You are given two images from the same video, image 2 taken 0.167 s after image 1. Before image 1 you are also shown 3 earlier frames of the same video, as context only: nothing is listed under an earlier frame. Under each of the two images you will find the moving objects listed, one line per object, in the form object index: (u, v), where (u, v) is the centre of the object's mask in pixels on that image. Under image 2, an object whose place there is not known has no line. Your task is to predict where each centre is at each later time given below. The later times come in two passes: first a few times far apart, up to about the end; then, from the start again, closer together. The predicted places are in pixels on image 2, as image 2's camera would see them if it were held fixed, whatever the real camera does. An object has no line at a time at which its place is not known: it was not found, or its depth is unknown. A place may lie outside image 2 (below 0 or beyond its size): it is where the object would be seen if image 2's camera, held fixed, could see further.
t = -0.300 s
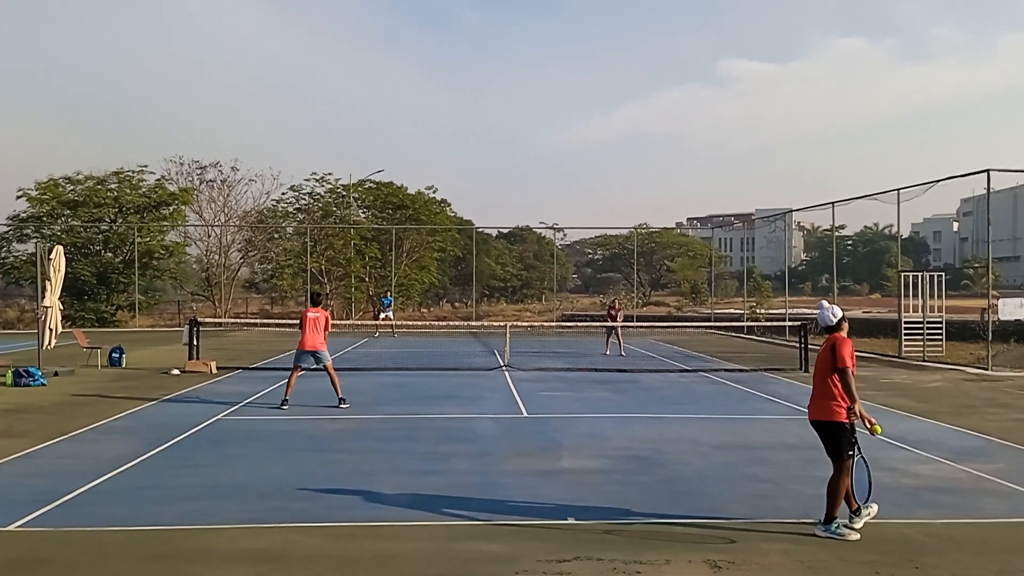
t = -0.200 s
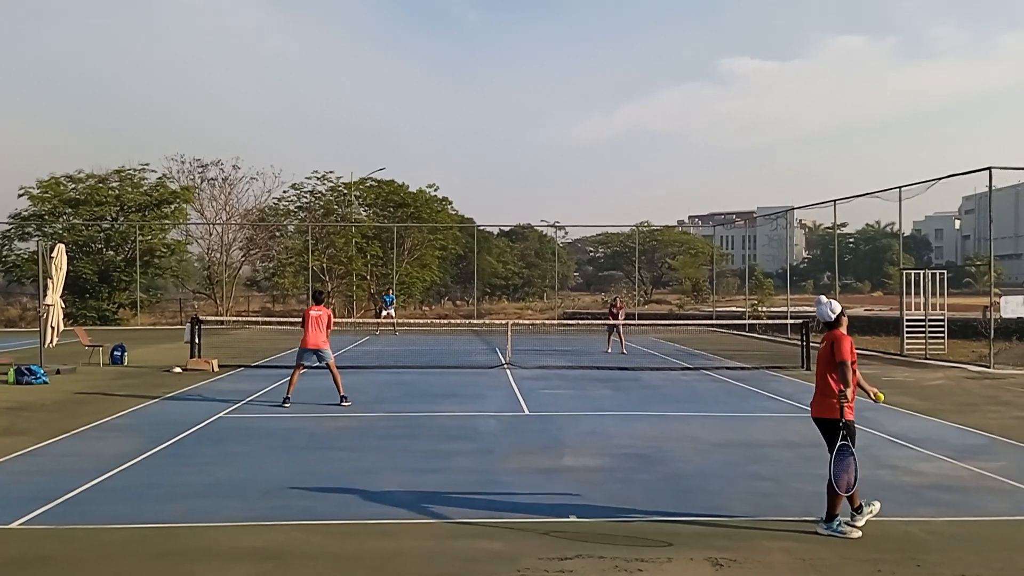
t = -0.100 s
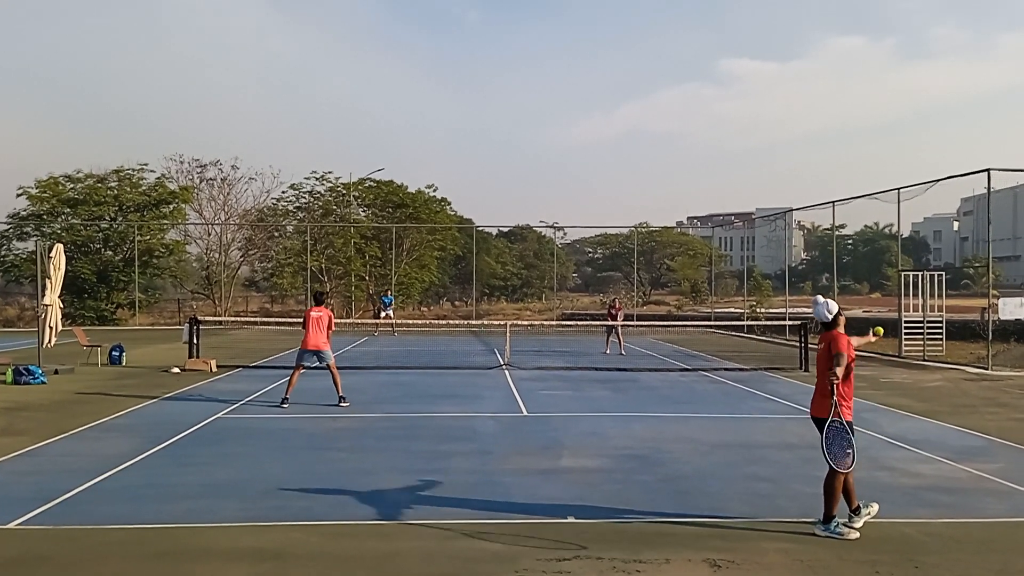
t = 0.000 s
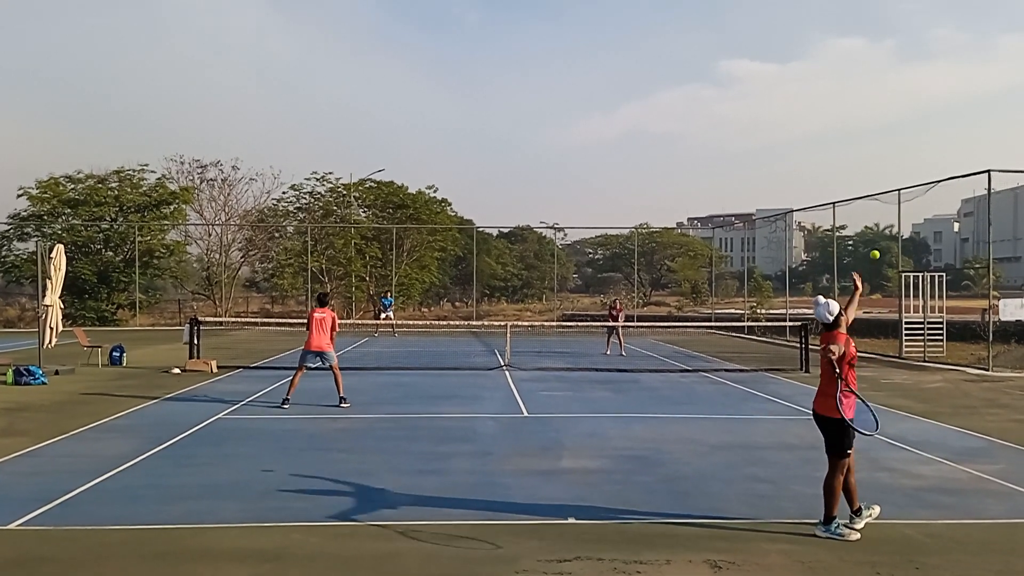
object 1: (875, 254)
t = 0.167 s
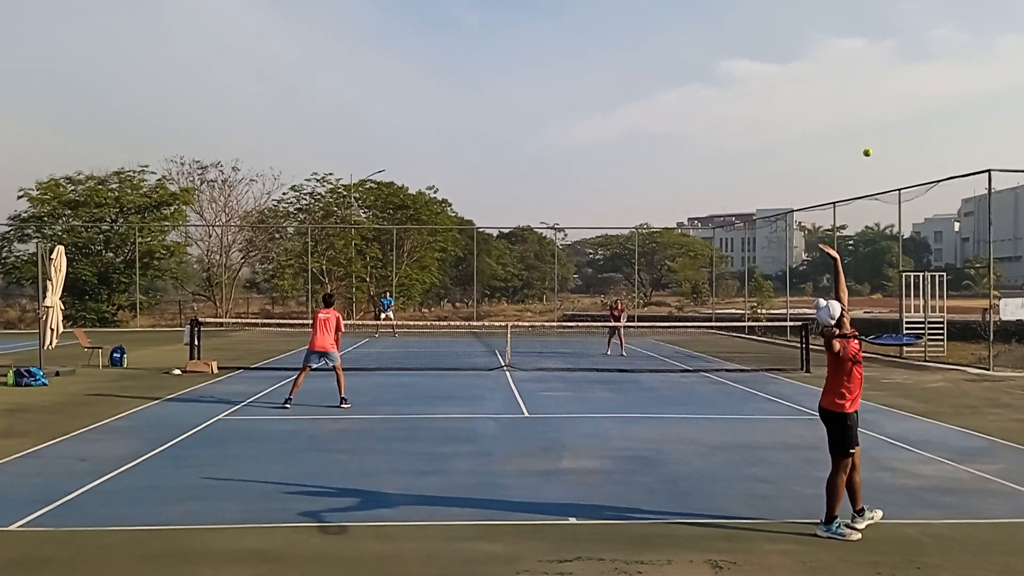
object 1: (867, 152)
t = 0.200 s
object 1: (866, 136)
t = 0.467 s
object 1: (854, 54)
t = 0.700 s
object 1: (843, 54)
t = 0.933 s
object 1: (832, 124)
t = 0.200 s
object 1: (866, 136)
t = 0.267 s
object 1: (863, 107)
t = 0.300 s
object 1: (861, 94)
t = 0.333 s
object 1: (860, 83)
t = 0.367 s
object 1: (859, 74)
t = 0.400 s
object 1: (857, 66)
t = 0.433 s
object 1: (855, 59)
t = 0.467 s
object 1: (854, 54)
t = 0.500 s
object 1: (852, 49)
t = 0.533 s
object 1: (851, 46)
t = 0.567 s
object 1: (850, 45)
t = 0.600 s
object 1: (848, 45)
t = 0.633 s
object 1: (846, 47)
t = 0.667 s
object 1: (844, 49)
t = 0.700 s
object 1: (843, 54)
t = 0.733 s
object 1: (841, 59)
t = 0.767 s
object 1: (840, 66)
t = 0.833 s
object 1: (837, 85)
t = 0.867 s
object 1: (835, 97)
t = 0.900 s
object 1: (833, 110)
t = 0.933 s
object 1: (832, 124)
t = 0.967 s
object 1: (830, 140)
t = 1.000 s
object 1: (828, 157)
